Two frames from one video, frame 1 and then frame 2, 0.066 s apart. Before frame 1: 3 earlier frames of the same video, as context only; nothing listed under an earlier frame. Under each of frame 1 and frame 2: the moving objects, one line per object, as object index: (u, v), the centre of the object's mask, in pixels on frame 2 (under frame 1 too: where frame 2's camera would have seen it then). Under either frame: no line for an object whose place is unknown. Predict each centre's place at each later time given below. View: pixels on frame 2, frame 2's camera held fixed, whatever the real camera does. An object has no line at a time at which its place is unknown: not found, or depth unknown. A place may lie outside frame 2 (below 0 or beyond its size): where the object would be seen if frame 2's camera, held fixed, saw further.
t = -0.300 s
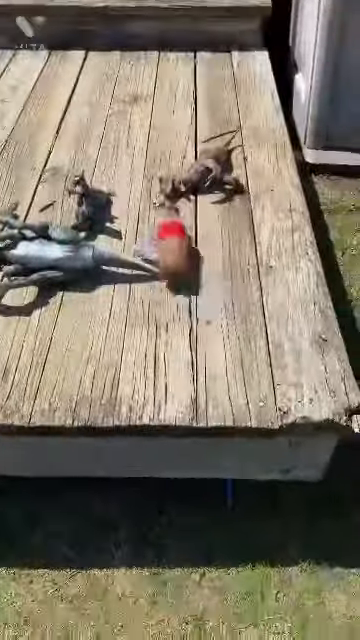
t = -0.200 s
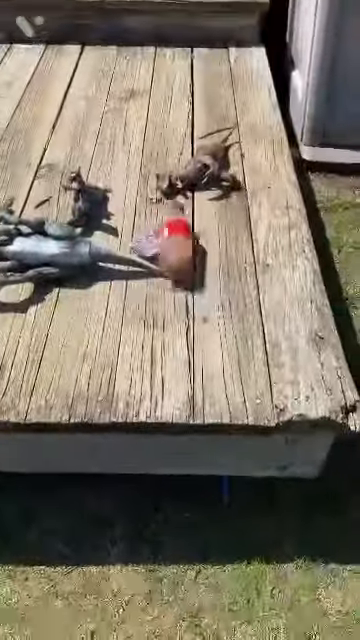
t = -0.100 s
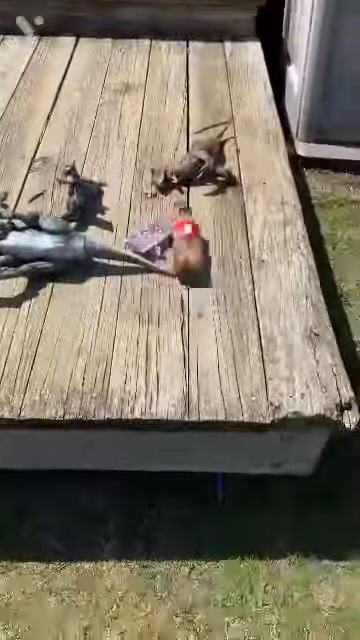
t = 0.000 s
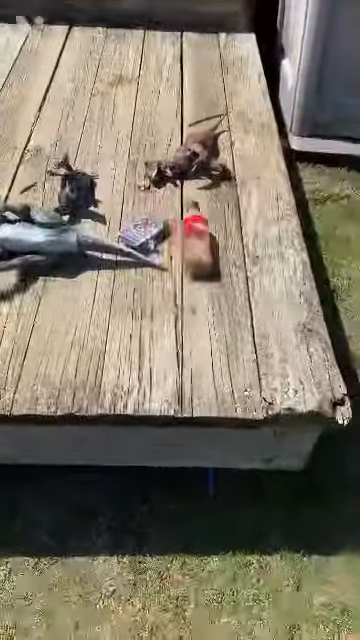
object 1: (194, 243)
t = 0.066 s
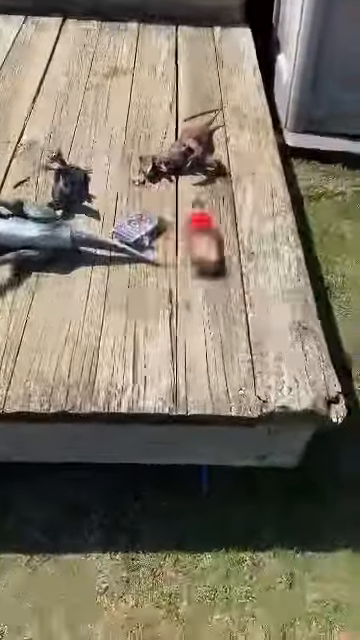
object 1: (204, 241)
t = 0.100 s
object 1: (210, 242)
